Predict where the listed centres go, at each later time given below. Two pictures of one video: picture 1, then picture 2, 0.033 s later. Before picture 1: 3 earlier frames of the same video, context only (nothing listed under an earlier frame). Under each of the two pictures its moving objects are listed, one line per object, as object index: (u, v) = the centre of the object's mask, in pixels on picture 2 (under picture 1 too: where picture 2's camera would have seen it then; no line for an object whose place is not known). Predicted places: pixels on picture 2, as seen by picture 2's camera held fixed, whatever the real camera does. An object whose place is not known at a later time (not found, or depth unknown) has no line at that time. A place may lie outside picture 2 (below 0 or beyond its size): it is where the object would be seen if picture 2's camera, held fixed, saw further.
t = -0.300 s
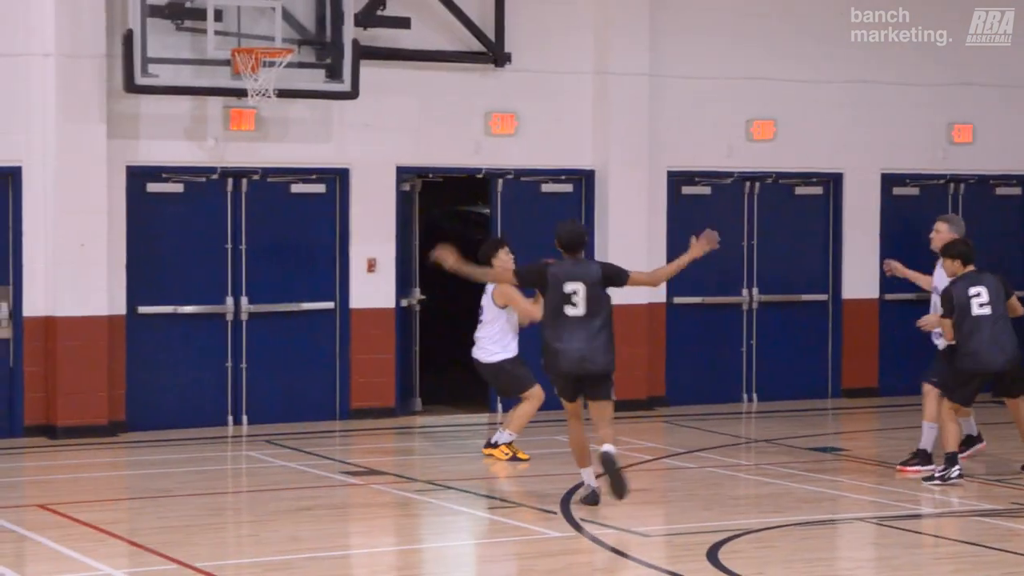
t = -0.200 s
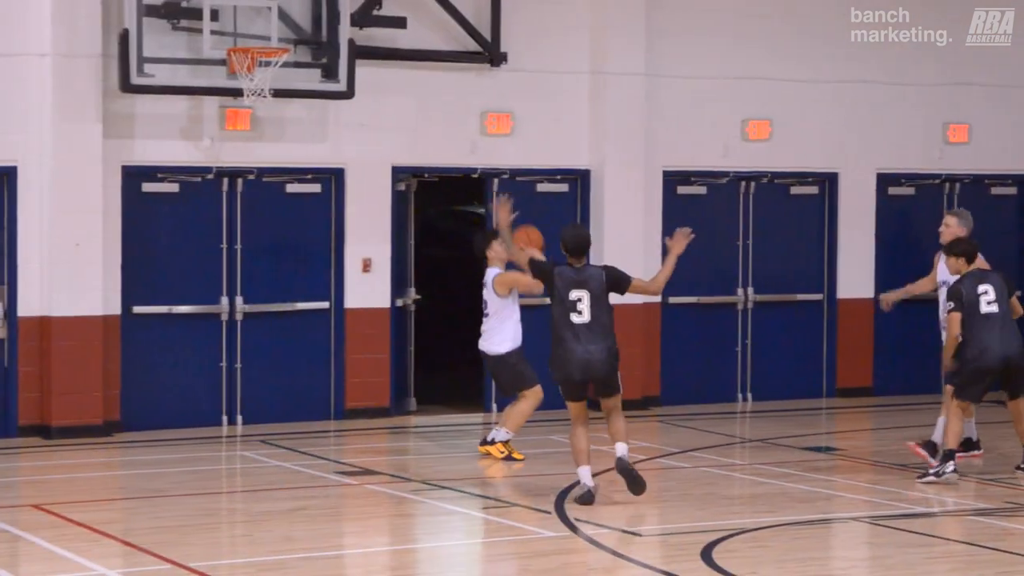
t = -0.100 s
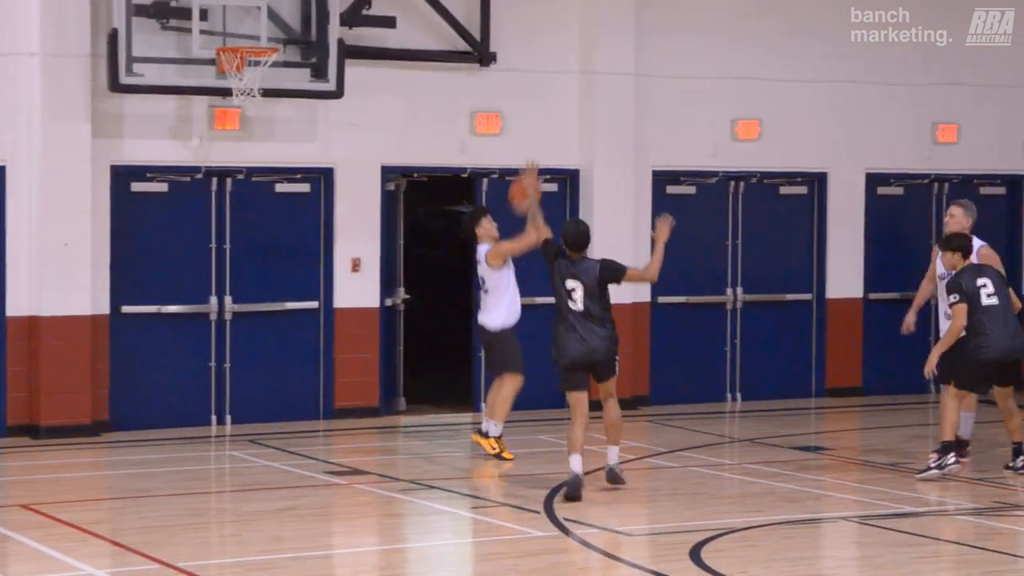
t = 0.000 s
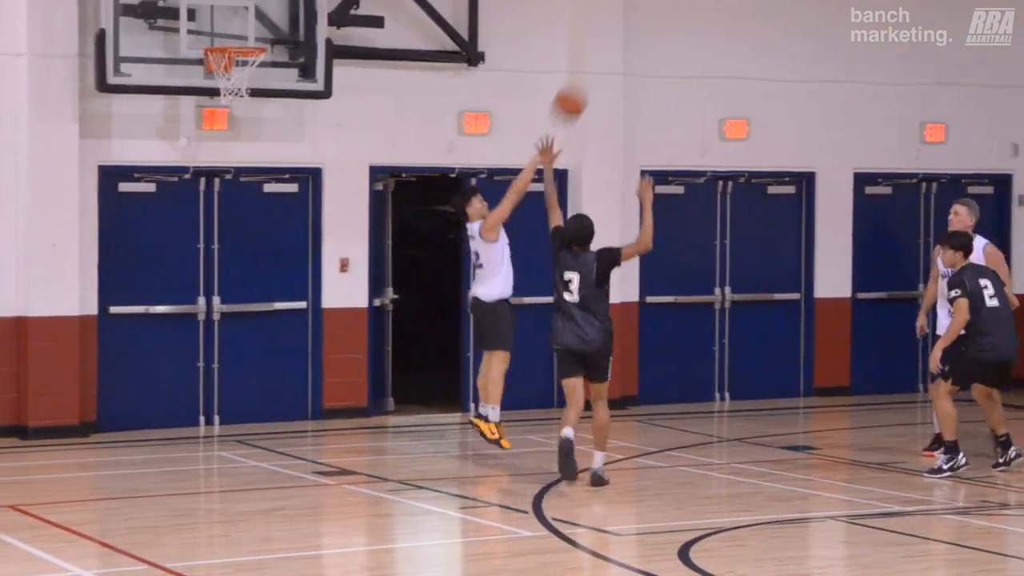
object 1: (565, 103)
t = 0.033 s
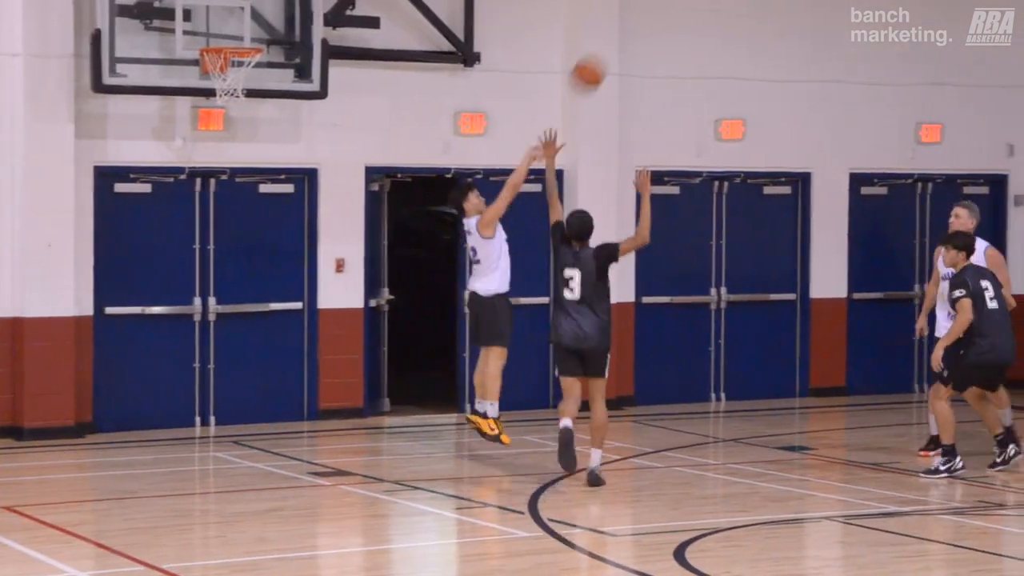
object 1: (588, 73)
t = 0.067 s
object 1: (612, 44)
